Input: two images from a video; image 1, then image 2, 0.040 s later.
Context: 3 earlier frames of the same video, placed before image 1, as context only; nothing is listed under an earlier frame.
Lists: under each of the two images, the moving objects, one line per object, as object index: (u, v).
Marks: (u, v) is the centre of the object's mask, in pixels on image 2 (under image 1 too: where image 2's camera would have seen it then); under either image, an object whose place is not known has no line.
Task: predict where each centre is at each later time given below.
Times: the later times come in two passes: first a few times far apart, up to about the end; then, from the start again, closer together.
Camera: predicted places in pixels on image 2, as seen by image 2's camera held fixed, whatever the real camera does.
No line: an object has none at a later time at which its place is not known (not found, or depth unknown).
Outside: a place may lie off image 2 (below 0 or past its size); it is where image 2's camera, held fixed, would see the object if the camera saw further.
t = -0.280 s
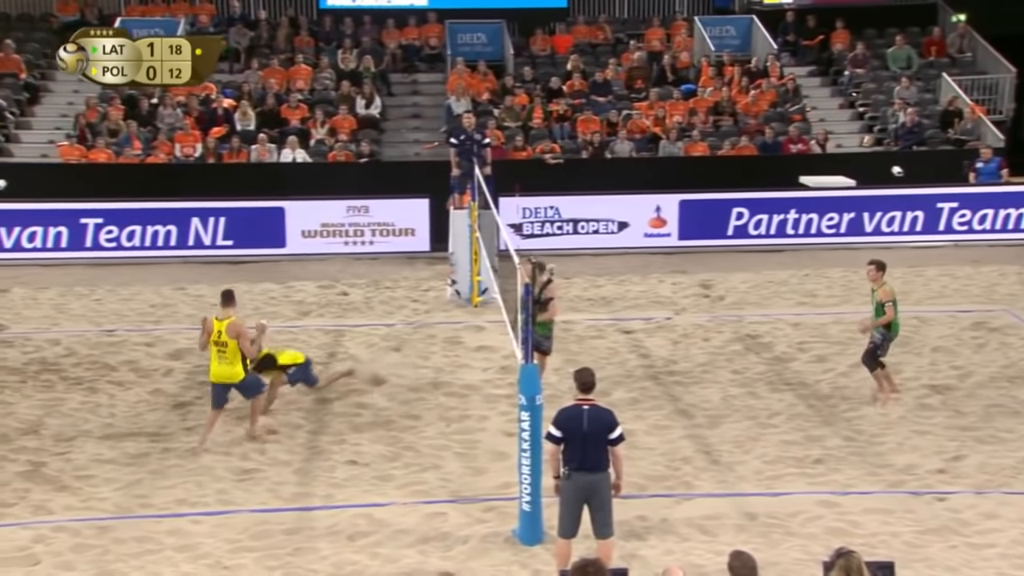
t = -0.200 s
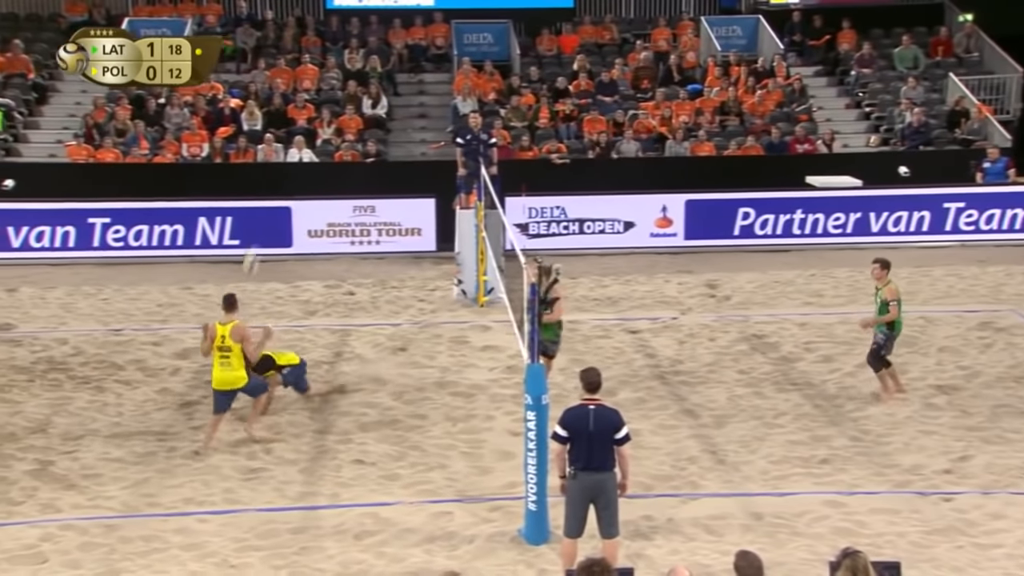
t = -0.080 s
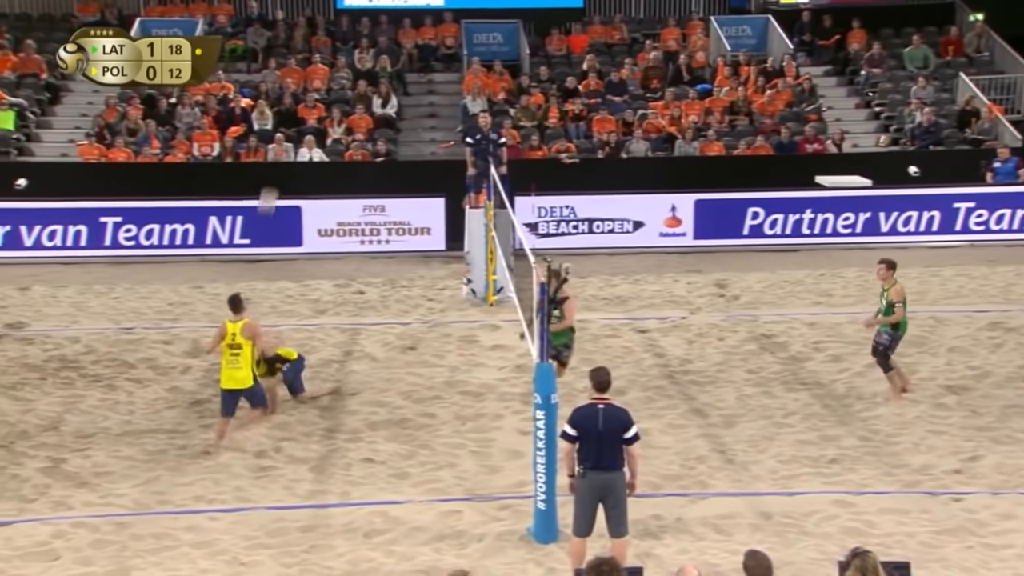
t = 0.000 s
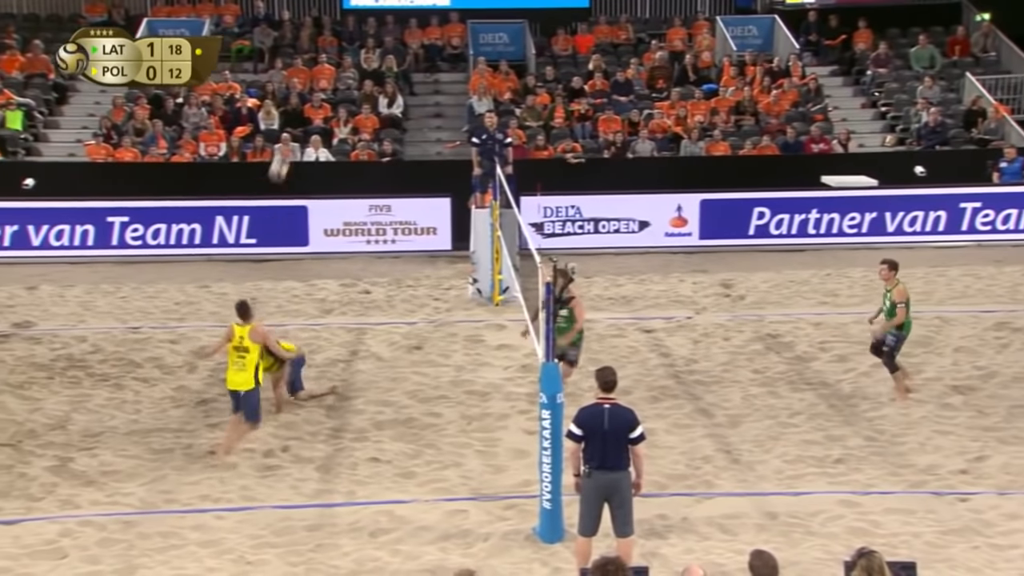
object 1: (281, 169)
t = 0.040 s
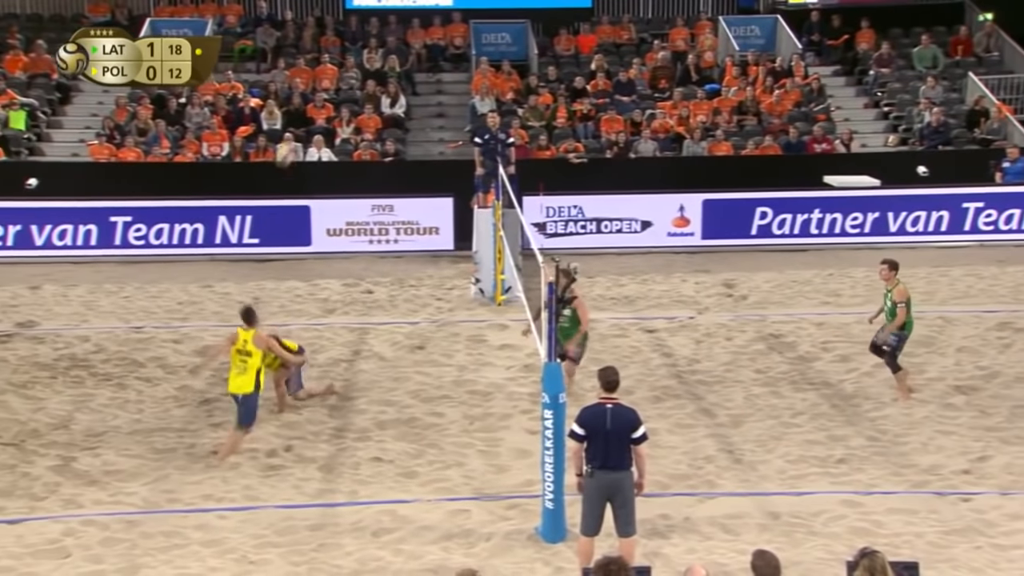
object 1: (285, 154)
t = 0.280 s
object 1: (302, 96)
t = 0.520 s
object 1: (322, 85)
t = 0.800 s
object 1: (347, 134)
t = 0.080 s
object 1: (287, 137)
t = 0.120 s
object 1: (291, 129)
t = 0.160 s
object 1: (293, 118)
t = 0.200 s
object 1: (296, 109)
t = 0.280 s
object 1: (302, 96)
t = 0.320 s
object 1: (306, 91)
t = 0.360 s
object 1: (309, 87)
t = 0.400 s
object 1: (312, 85)
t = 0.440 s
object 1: (315, 83)
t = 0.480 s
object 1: (319, 84)
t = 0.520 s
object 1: (322, 85)
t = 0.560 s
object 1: (326, 88)
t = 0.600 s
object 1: (330, 93)
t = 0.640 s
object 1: (333, 98)
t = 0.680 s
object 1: (336, 103)
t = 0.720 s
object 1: (341, 113)
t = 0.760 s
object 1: (342, 120)
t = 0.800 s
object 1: (347, 134)
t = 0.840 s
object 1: (350, 144)
